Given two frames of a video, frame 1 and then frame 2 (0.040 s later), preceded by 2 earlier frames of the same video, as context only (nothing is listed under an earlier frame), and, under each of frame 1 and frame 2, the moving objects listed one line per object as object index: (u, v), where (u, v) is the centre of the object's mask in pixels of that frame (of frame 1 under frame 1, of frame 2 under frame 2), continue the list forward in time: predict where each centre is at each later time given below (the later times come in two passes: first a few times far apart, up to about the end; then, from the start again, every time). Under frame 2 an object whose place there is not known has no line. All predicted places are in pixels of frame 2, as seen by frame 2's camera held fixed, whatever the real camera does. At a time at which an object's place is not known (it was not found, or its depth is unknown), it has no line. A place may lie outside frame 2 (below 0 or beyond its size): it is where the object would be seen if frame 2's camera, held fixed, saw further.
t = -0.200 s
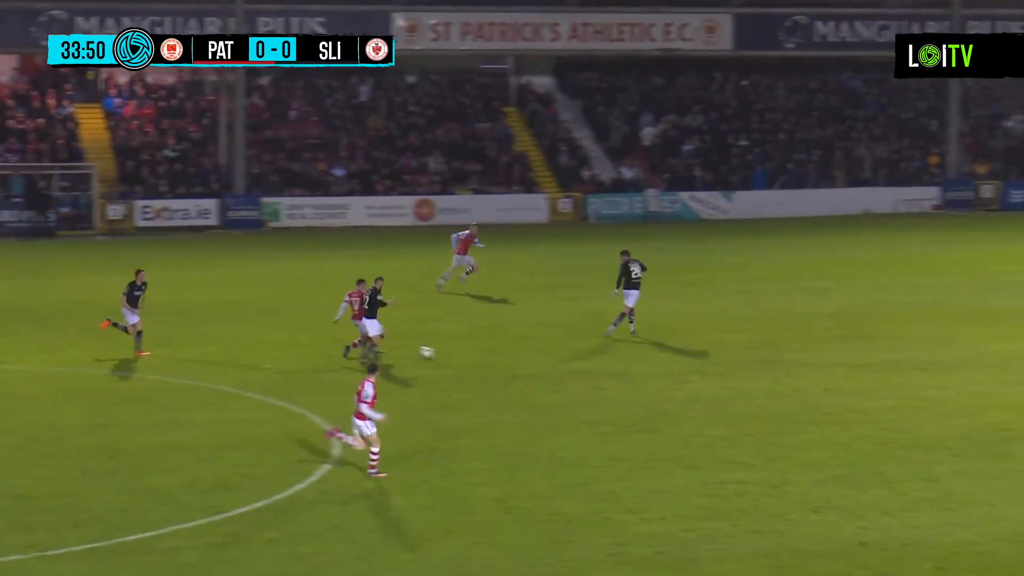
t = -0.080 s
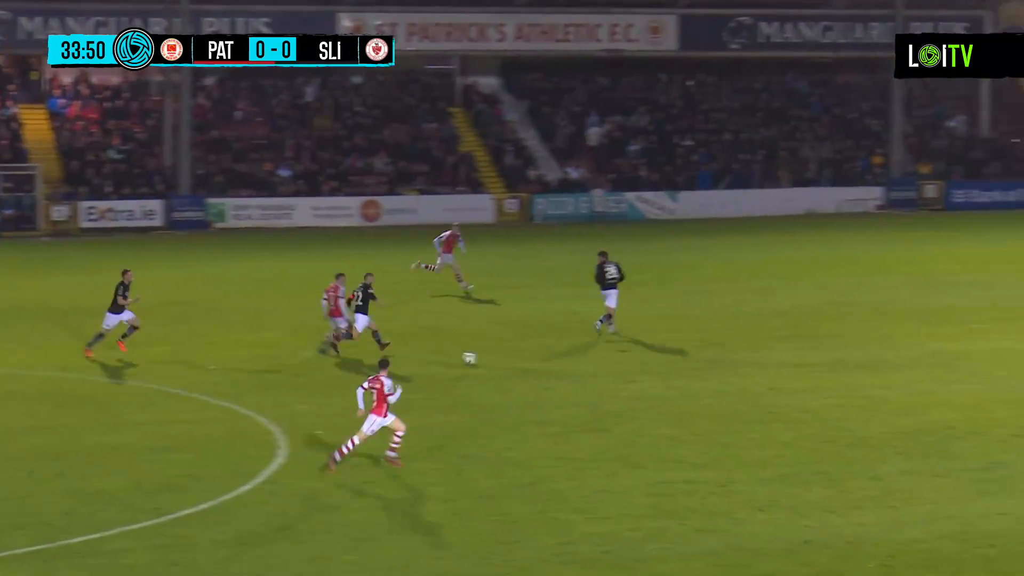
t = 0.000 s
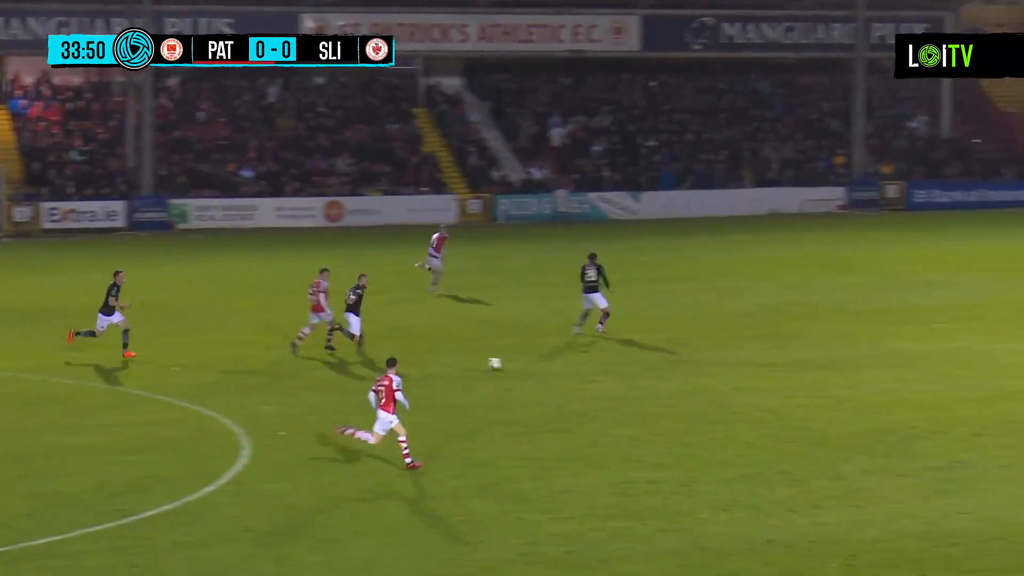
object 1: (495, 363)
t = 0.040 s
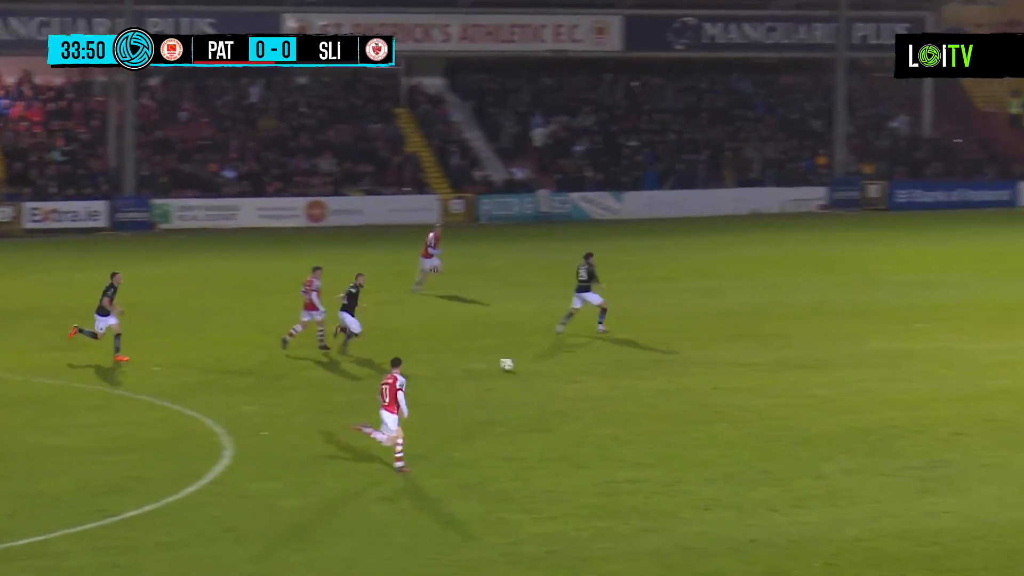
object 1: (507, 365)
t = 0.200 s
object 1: (621, 375)
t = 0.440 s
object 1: (776, 385)
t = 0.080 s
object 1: (536, 366)
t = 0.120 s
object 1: (565, 368)
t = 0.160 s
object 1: (593, 372)
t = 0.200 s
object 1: (621, 375)
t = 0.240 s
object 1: (647, 376)
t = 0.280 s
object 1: (674, 377)
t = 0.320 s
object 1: (701, 380)
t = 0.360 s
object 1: (726, 382)
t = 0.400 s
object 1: (751, 383)
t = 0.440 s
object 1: (776, 385)
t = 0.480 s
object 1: (800, 386)
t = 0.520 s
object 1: (824, 387)
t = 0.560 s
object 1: (847, 390)
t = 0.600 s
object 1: (869, 391)
